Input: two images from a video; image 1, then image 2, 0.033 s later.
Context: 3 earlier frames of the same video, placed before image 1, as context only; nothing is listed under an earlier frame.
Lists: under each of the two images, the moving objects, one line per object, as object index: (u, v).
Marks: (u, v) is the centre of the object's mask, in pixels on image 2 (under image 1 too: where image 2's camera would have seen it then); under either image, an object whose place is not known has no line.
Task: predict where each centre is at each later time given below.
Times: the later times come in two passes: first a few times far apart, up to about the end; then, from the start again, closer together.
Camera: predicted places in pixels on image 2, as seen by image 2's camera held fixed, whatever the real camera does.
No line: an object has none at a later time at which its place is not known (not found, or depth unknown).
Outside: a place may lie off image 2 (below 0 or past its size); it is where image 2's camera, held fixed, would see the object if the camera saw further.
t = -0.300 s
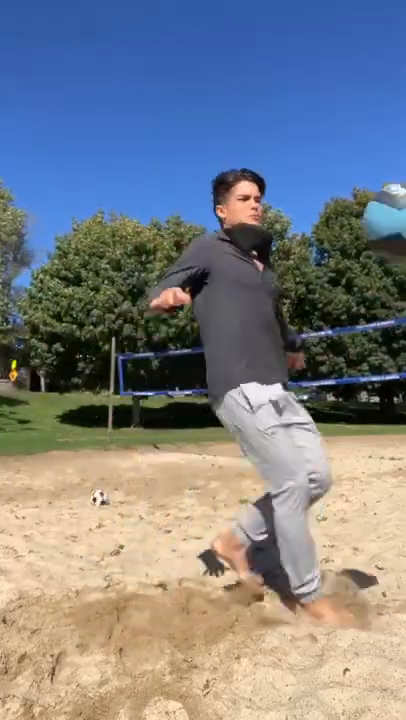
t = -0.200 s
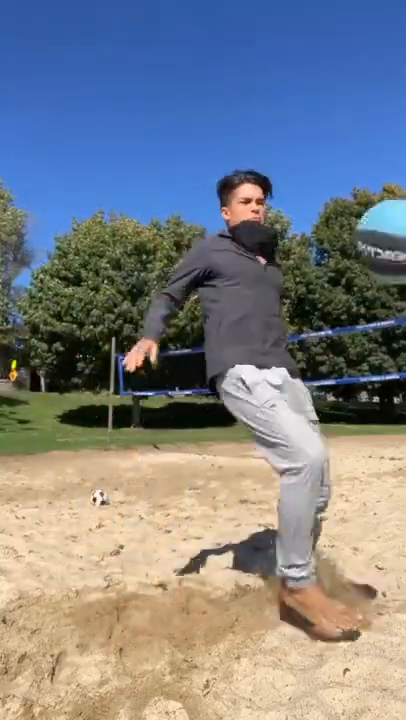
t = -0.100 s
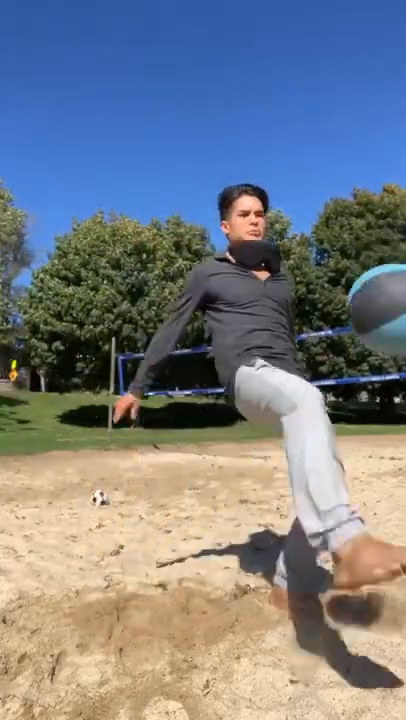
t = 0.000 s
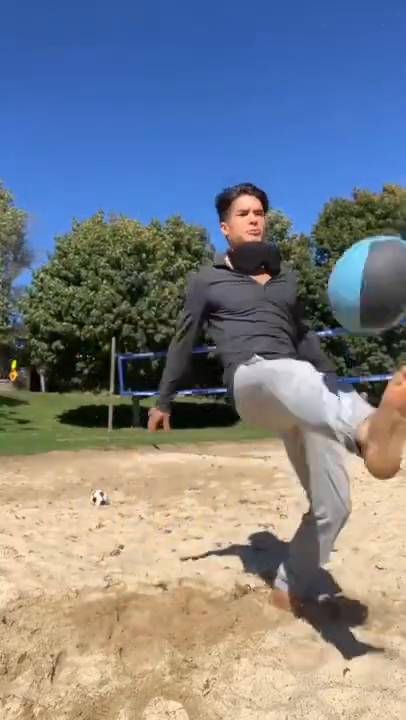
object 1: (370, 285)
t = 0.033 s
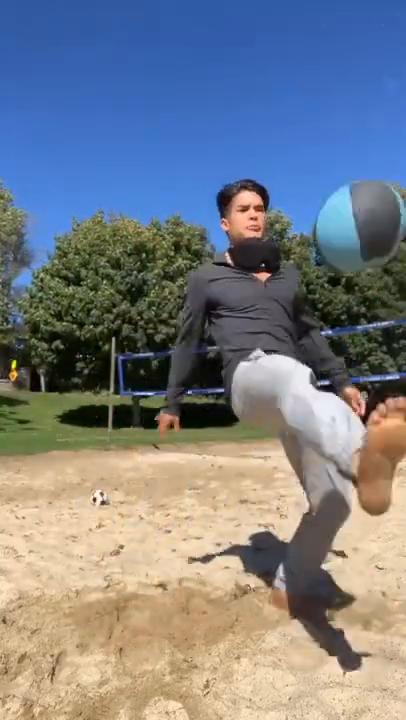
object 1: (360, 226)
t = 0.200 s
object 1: (300, 47)
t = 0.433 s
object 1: (244, 18)
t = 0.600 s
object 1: (217, 77)
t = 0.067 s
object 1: (344, 177)
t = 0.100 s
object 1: (333, 137)
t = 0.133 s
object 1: (321, 101)
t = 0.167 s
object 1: (310, 71)
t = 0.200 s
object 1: (300, 47)
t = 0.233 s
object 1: (290, 34)
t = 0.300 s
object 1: (272, 21)
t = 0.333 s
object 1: (264, 18)
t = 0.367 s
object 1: (257, 16)
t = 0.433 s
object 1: (244, 18)
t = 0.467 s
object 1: (238, 22)
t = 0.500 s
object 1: (233, 27)
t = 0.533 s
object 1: (227, 36)
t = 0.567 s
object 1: (221, 54)
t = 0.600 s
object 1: (217, 77)
